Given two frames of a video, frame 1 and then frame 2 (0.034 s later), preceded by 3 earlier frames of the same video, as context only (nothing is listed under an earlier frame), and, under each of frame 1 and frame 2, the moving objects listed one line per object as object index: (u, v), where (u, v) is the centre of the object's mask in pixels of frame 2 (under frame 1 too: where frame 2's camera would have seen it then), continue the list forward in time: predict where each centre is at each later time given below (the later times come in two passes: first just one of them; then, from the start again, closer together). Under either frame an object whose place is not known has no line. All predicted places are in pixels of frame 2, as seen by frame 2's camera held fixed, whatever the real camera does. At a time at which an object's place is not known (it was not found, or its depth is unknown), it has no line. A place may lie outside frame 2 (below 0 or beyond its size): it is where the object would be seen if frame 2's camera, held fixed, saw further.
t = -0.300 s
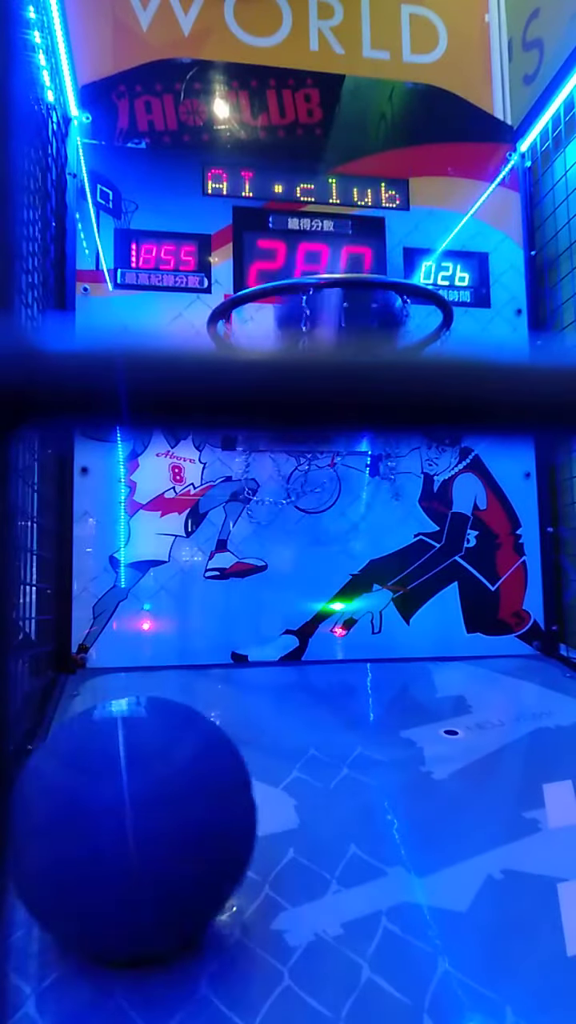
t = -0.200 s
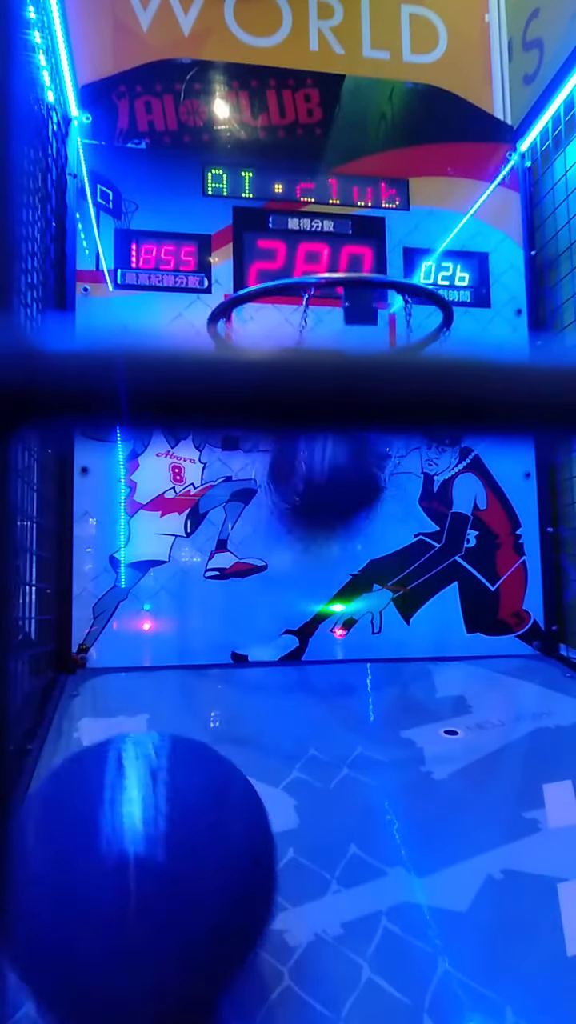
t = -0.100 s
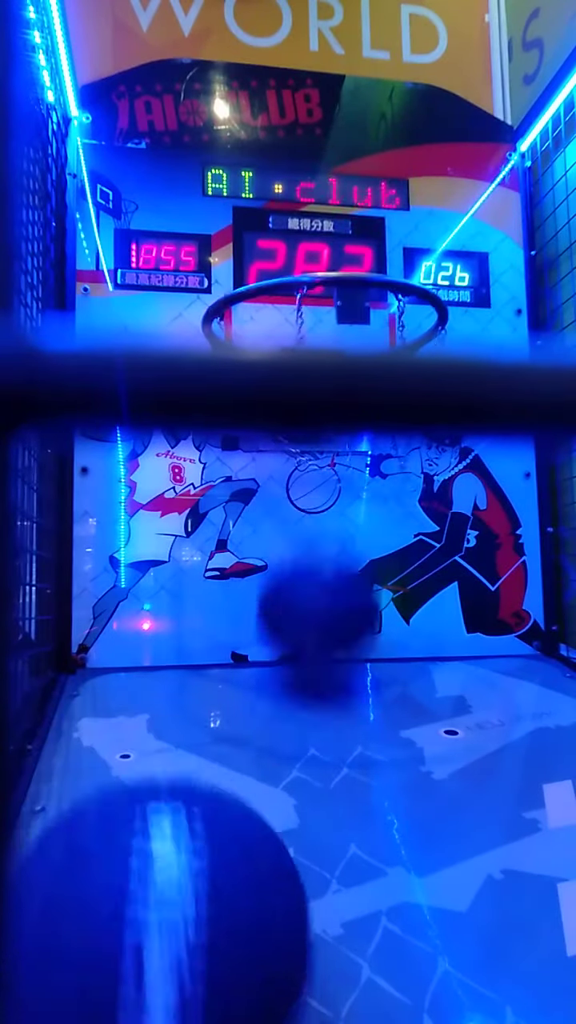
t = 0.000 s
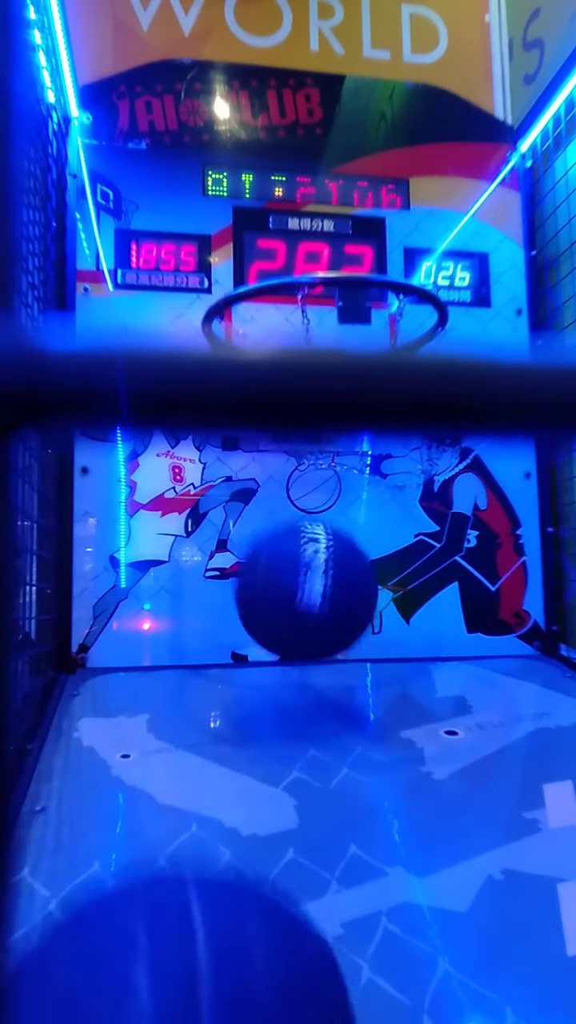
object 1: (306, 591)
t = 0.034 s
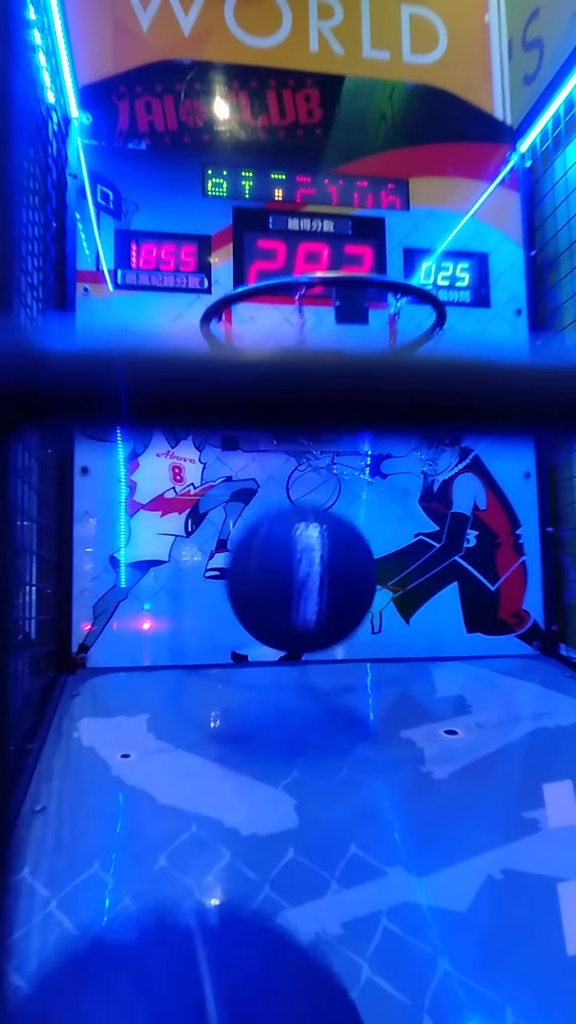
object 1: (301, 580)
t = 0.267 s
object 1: (239, 770)
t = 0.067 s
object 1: (296, 573)
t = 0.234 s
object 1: (252, 685)
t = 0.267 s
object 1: (239, 770)
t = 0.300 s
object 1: (233, 893)
